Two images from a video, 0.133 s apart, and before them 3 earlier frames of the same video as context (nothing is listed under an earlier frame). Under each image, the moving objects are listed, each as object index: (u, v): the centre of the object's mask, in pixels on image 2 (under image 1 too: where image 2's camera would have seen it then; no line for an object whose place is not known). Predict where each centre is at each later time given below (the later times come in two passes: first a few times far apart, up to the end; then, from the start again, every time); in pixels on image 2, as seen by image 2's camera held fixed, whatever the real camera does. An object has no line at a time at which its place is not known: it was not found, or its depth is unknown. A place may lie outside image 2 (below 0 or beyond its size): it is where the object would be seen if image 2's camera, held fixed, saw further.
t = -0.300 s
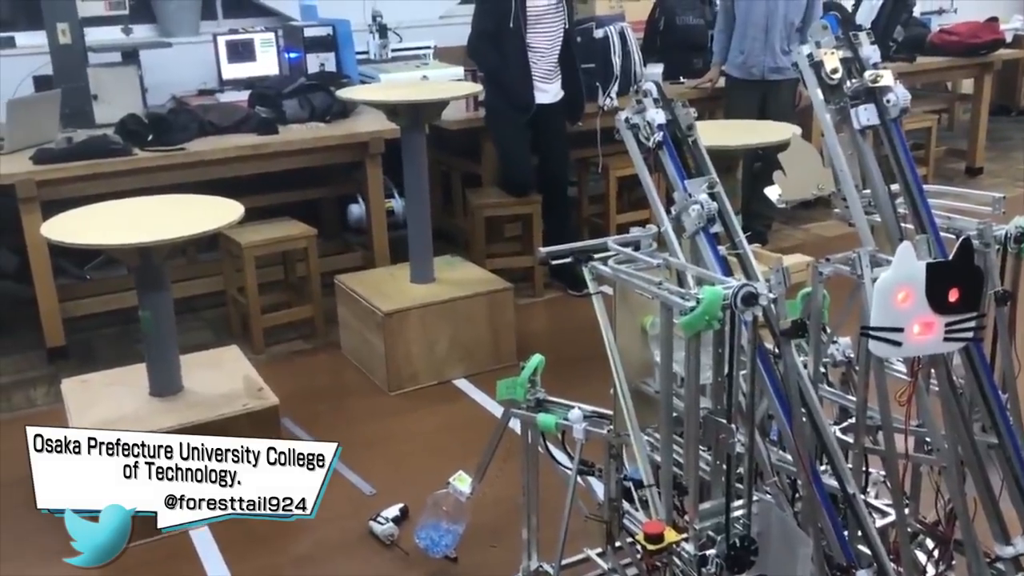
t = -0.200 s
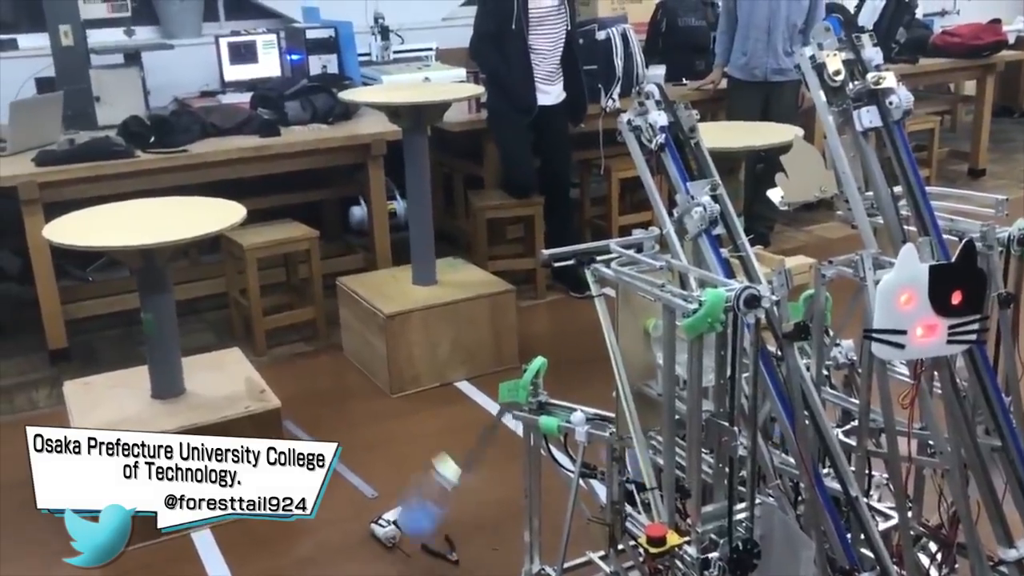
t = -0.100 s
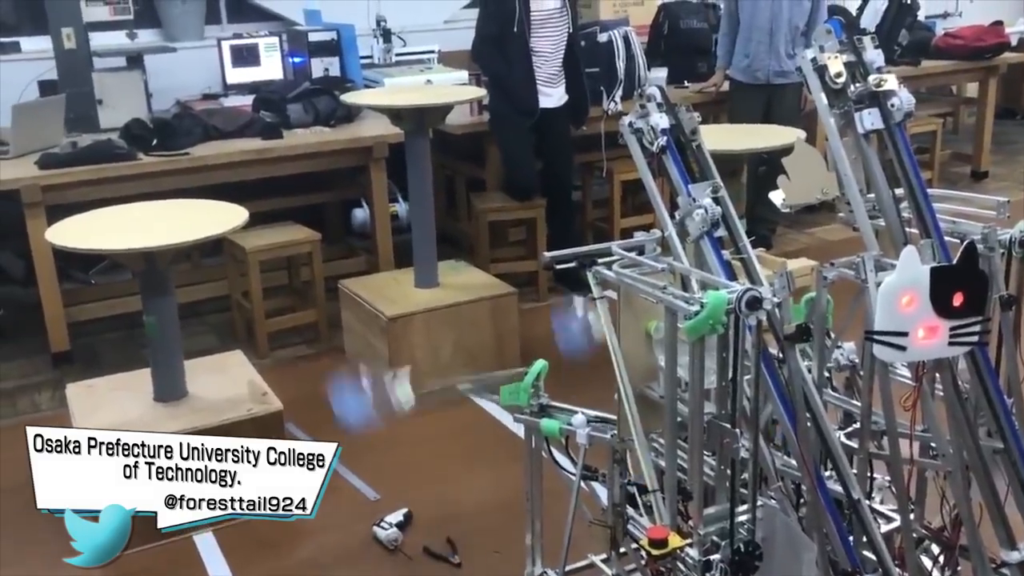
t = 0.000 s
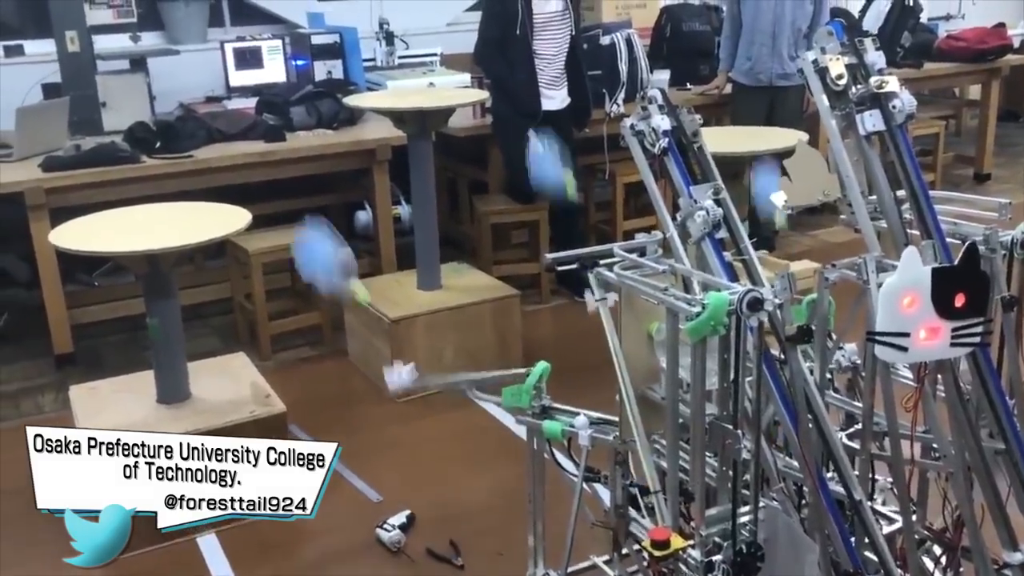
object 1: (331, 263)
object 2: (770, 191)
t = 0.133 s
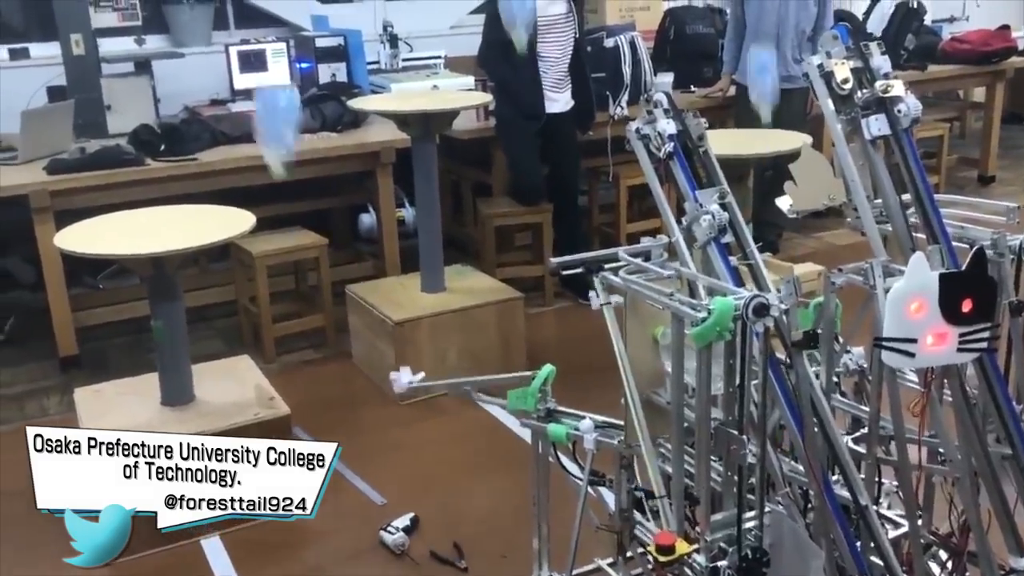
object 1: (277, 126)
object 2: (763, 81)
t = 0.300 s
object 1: (232, 26)
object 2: (746, 10)
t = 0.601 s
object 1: (196, 161)
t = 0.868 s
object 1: (196, 193)
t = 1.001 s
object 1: (196, 193)
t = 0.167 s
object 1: (266, 98)
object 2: (759, 57)
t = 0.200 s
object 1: (254, 70)
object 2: (756, 37)
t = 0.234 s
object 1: (250, 44)
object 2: (753, 23)
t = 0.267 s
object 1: (238, 36)
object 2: (749, 15)
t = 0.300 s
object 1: (232, 26)
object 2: (746, 10)
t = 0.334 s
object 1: (224, 24)
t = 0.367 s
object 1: (218, 26)
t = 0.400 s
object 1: (212, 32)
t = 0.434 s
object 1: (208, 44)
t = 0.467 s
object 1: (203, 60)
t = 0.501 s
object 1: (202, 79)
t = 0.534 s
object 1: (199, 104)
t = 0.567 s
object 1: (197, 131)
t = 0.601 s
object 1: (196, 161)
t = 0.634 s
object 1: (196, 190)
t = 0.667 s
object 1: (194, 193)
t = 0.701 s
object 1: (194, 193)
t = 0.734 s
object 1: (196, 192)
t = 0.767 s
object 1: (196, 192)
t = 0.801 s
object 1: (195, 193)
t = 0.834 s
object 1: (195, 193)
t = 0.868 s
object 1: (196, 193)
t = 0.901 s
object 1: (195, 193)
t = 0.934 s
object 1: (196, 193)
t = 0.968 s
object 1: (196, 193)
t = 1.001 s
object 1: (196, 193)
